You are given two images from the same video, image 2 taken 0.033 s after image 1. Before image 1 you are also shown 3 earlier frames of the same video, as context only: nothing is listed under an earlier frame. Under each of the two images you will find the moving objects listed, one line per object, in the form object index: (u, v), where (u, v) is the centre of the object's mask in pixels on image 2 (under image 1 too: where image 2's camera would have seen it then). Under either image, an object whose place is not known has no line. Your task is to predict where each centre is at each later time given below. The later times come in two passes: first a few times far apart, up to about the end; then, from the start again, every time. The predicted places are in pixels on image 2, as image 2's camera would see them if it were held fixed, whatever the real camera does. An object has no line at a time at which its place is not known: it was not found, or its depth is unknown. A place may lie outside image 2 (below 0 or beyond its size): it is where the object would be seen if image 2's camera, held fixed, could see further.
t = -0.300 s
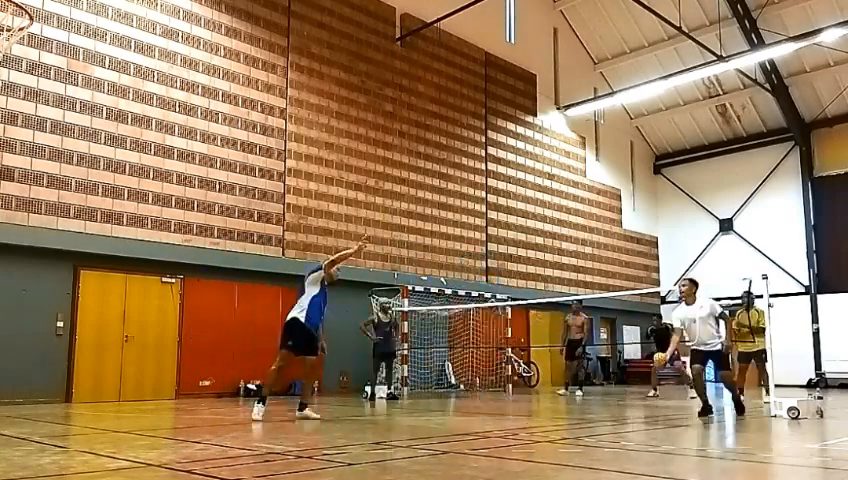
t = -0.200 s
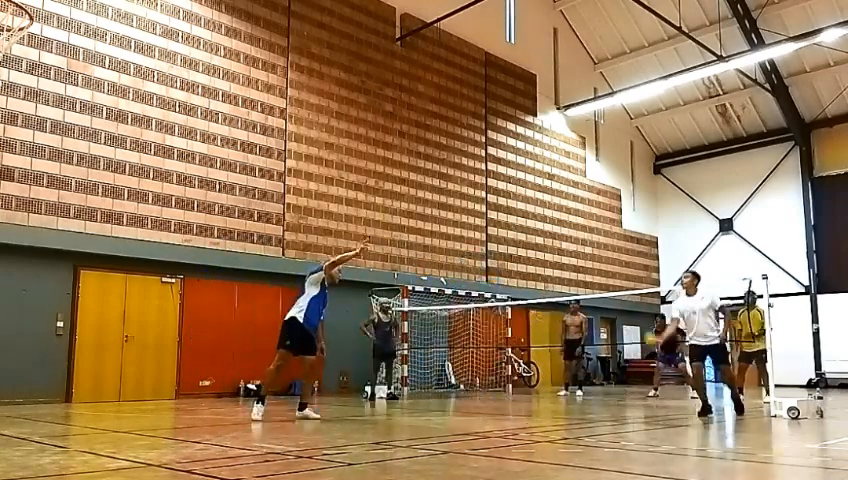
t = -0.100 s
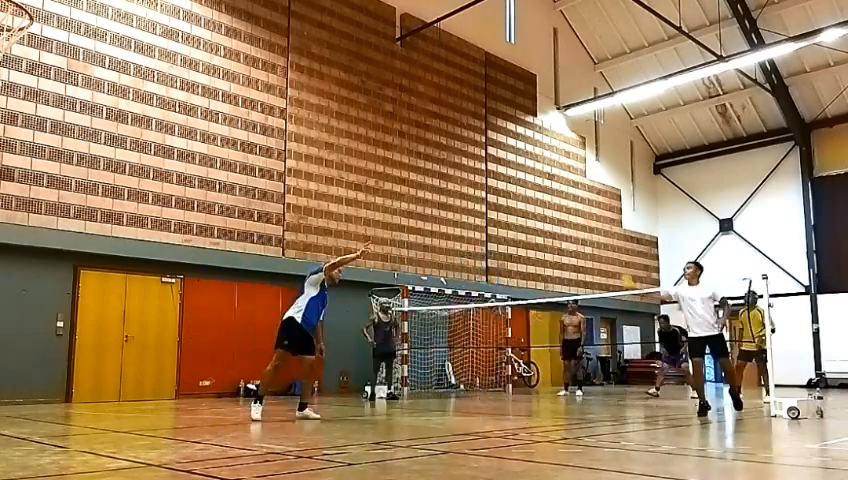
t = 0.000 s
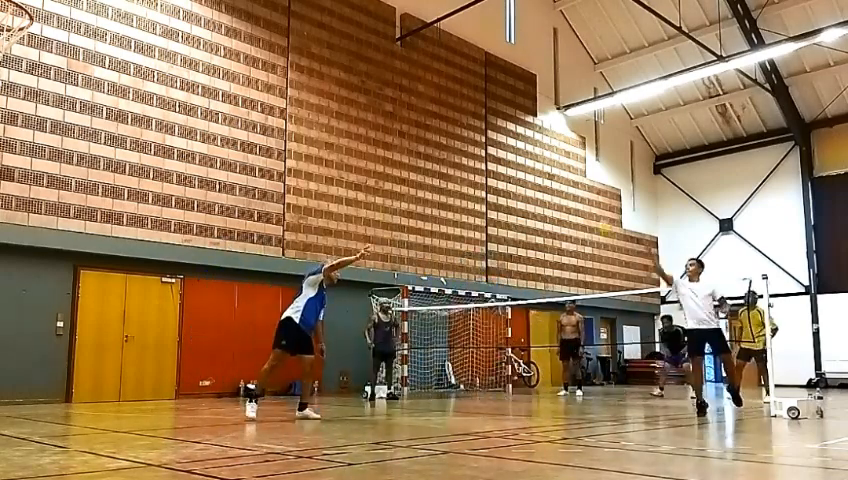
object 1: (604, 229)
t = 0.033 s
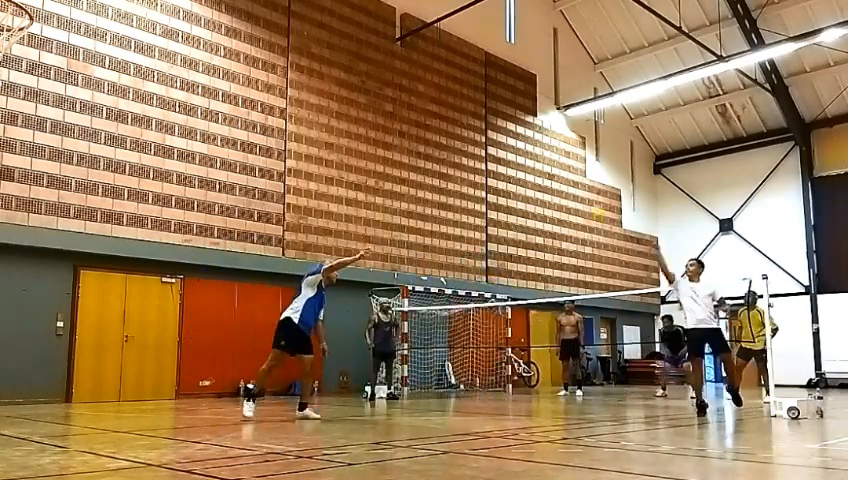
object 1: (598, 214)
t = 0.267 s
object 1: (547, 129)
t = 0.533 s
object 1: (489, 86)
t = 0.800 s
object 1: (430, 106)
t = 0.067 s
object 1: (587, 200)
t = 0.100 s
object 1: (583, 184)
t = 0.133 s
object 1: (574, 171)
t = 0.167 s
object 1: (568, 159)
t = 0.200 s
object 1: (562, 149)
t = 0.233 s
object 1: (554, 137)
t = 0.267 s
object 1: (547, 129)
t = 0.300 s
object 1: (538, 118)
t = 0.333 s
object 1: (532, 111)
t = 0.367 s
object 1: (525, 105)
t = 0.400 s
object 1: (518, 99)
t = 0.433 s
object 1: (511, 94)
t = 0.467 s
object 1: (503, 90)
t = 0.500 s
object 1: (496, 88)
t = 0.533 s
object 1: (489, 86)
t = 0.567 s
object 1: (481, 85)
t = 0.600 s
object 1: (474, 85)
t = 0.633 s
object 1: (467, 85)
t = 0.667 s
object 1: (459, 88)
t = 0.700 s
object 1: (452, 90)
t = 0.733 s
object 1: (444, 95)
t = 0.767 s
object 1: (437, 100)
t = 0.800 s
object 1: (430, 106)
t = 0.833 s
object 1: (422, 113)
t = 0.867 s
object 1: (414, 121)
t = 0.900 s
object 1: (407, 131)
